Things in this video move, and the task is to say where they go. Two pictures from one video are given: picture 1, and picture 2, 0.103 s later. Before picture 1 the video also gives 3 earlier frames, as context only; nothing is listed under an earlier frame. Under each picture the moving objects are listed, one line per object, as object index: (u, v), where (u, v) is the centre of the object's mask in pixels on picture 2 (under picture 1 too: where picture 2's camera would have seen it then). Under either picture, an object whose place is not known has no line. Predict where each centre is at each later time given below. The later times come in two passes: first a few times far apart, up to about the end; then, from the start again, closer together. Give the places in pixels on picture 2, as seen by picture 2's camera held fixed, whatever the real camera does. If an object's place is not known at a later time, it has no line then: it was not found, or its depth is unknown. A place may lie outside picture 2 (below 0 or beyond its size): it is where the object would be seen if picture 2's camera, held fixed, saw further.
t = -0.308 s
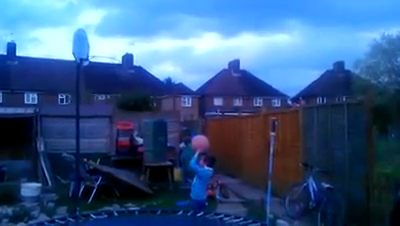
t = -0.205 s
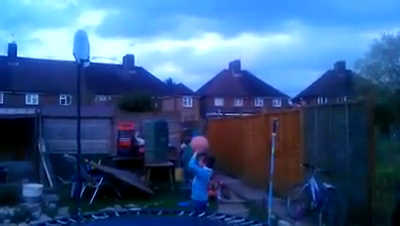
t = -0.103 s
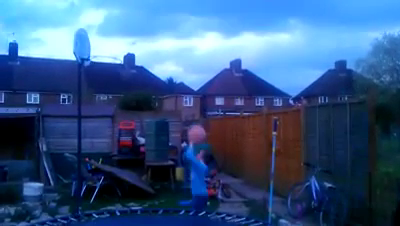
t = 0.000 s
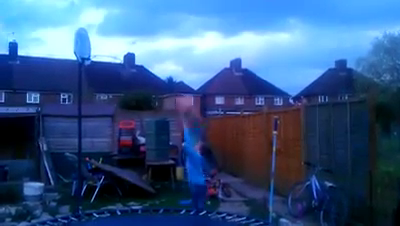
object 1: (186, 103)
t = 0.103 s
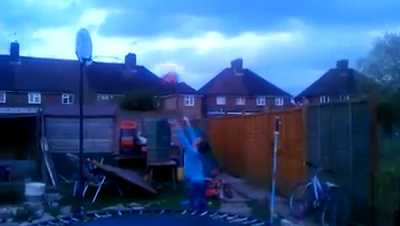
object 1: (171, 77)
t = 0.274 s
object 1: (142, 48)
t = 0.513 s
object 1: (99, 41)
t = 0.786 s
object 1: (96, 46)
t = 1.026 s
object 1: (108, 56)
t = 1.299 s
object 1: (121, 111)
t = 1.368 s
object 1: (123, 132)
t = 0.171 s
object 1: (159, 63)
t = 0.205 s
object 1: (154, 57)
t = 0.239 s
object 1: (148, 52)
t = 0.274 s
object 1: (142, 48)
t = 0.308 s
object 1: (132, 40)
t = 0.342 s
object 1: (126, 39)
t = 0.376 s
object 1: (120, 38)
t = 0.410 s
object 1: (114, 38)
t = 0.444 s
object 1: (109, 37)
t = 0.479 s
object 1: (104, 39)
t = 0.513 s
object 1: (99, 41)
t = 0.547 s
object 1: (93, 44)
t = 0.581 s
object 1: (91, 44)
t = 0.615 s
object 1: (92, 43)
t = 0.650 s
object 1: (92, 44)
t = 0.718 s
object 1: (93, 45)
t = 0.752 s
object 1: (94, 46)
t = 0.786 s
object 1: (96, 46)
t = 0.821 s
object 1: (97, 46)
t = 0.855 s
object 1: (99, 47)
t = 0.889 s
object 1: (101, 48)
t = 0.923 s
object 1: (103, 50)
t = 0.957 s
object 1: (104, 51)
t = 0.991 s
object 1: (106, 53)
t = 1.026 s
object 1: (108, 56)
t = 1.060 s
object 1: (110, 60)
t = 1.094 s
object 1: (112, 64)
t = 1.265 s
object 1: (121, 100)
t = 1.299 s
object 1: (121, 111)
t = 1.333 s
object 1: (123, 120)
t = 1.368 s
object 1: (123, 132)
